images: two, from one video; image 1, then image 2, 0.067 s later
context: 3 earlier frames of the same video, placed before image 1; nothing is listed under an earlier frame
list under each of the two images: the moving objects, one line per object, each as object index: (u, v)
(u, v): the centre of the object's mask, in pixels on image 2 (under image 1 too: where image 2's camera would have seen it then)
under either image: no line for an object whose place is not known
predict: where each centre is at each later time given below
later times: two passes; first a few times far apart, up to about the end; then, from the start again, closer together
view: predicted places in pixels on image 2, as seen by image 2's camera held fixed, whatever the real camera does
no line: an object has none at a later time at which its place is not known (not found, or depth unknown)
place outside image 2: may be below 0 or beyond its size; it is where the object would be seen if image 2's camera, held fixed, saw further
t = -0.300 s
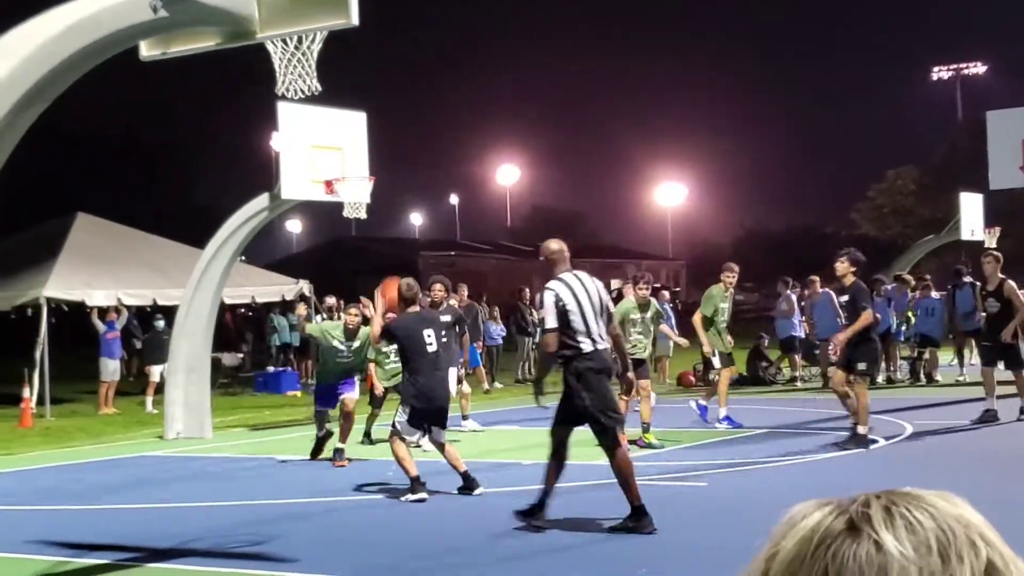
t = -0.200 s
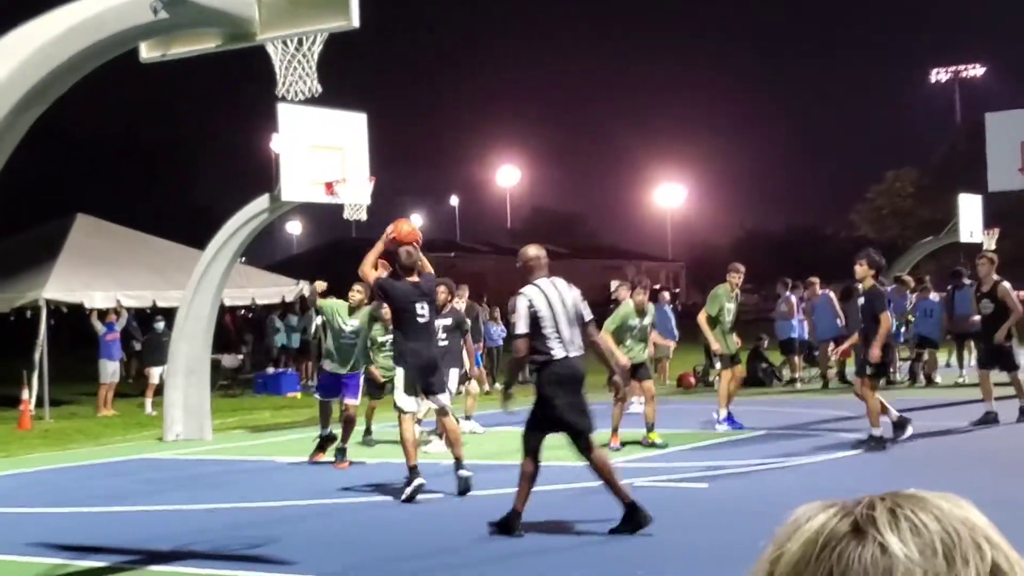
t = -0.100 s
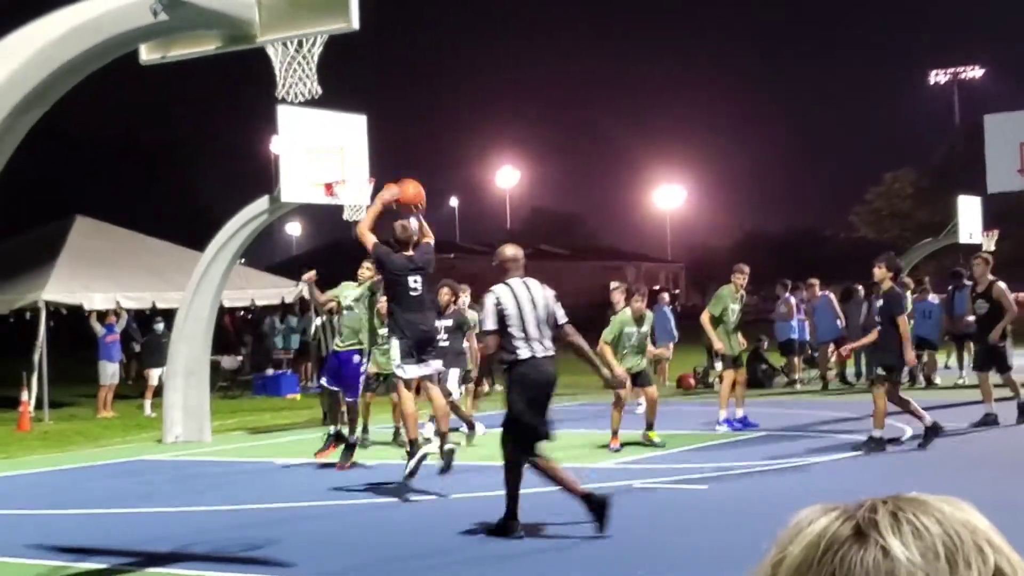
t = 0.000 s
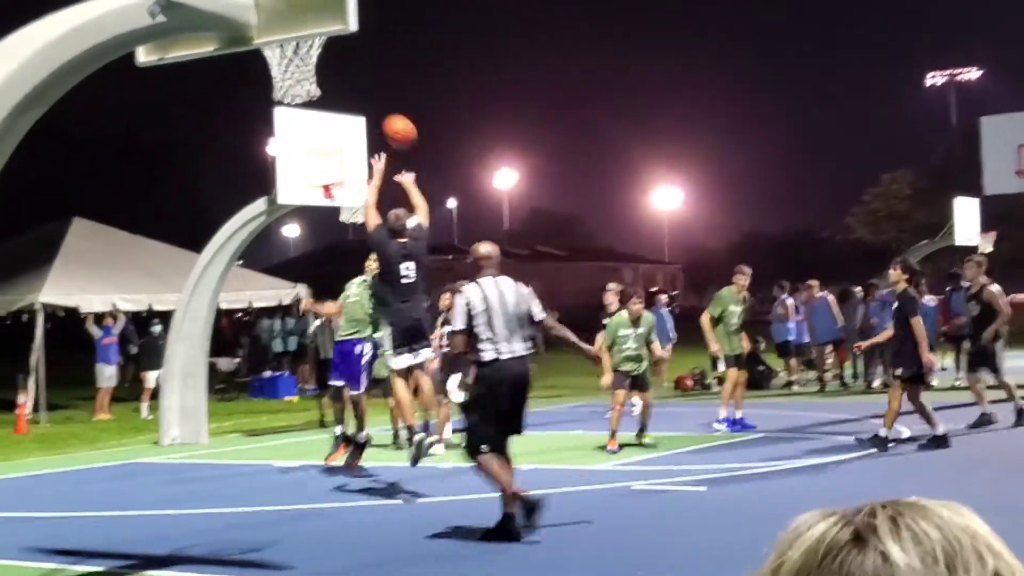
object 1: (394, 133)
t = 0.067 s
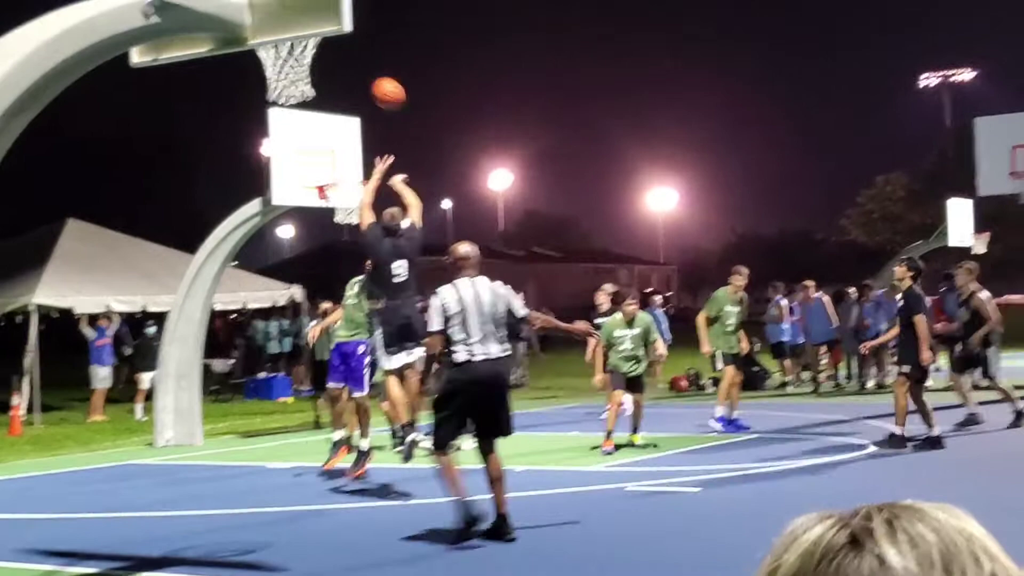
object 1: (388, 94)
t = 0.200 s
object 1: (378, 38)
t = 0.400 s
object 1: (364, 3)
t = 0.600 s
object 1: (356, 8)
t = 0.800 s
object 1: (350, 50)
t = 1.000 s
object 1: (349, 120)
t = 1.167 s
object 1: (339, 182)
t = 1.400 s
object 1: (378, 142)
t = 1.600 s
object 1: (423, 139)
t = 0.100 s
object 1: (386, 77)
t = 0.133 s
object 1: (383, 63)
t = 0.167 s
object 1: (380, 50)
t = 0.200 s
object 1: (378, 38)
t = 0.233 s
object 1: (375, 28)
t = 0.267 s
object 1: (372, 20)
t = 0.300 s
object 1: (370, 13)
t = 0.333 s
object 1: (368, 8)
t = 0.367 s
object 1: (366, 5)
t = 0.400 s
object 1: (364, 3)
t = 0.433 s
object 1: (362, 1)
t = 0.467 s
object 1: (362, 1)
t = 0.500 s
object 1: (361, 2)
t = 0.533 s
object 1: (359, 3)
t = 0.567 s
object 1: (358, 5)
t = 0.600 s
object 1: (356, 8)
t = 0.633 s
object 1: (356, 13)
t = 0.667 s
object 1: (355, 18)
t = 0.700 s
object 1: (355, 25)
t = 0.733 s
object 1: (353, 34)
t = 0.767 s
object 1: (351, 42)
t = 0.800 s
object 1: (350, 50)
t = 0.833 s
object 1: (350, 60)
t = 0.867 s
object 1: (350, 71)
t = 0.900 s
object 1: (349, 83)
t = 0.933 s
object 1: (349, 95)
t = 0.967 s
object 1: (349, 107)
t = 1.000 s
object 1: (349, 120)
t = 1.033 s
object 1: (350, 137)
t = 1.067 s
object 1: (350, 152)
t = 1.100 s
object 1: (350, 168)
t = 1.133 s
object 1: (349, 182)
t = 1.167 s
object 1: (339, 182)
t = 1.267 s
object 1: (350, 163)
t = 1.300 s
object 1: (359, 155)
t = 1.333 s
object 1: (364, 150)
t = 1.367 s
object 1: (370, 146)
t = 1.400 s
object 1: (378, 142)
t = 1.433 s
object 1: (385, 139)
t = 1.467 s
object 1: (393, 138)
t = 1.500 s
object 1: (401, 137)
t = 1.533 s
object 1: (408, 137)
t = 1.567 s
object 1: (416, 138)
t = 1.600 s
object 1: (423, 139)
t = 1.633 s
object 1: (431, 142)
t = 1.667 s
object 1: (439, 146)
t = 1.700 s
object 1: (447, 150)
